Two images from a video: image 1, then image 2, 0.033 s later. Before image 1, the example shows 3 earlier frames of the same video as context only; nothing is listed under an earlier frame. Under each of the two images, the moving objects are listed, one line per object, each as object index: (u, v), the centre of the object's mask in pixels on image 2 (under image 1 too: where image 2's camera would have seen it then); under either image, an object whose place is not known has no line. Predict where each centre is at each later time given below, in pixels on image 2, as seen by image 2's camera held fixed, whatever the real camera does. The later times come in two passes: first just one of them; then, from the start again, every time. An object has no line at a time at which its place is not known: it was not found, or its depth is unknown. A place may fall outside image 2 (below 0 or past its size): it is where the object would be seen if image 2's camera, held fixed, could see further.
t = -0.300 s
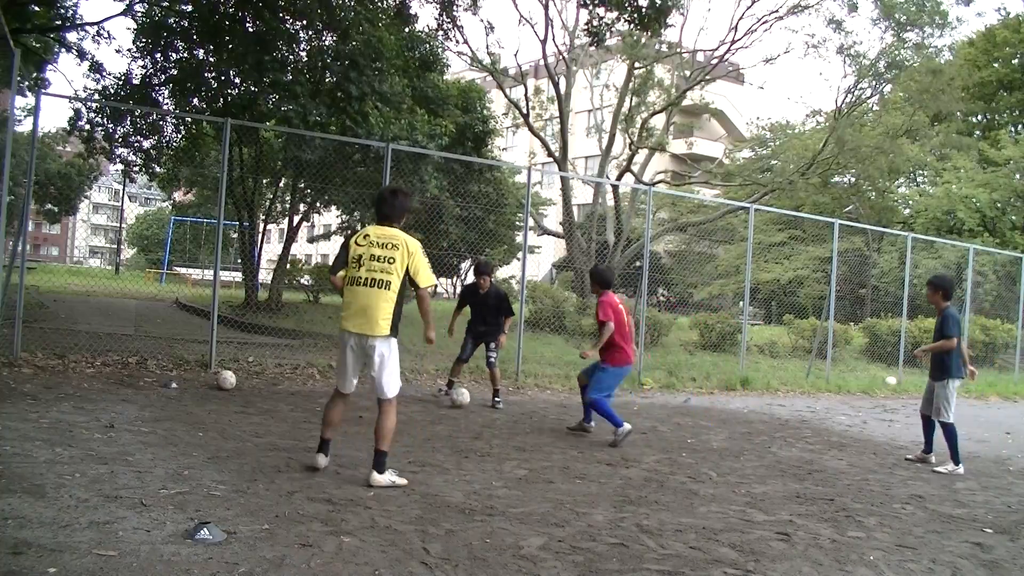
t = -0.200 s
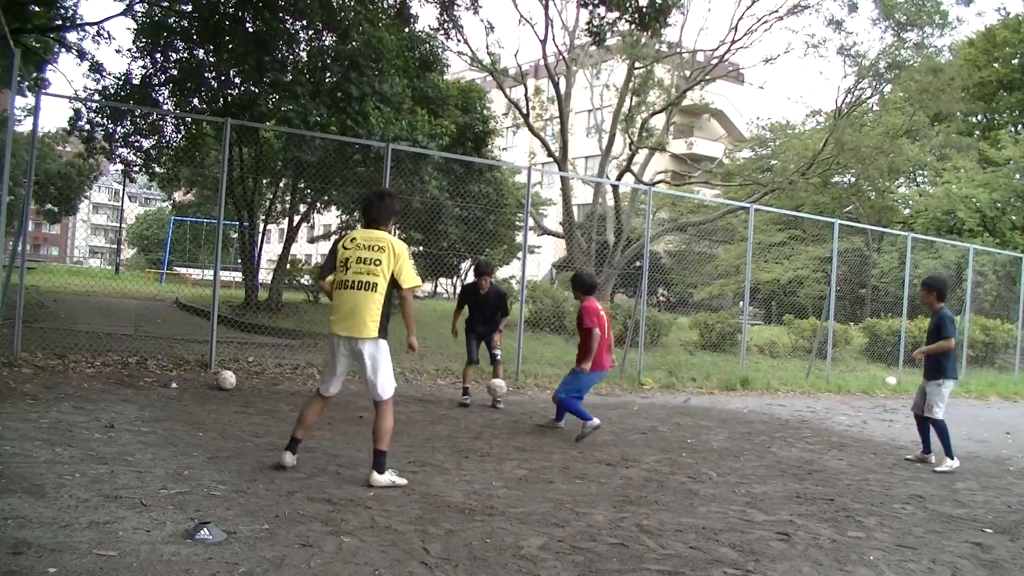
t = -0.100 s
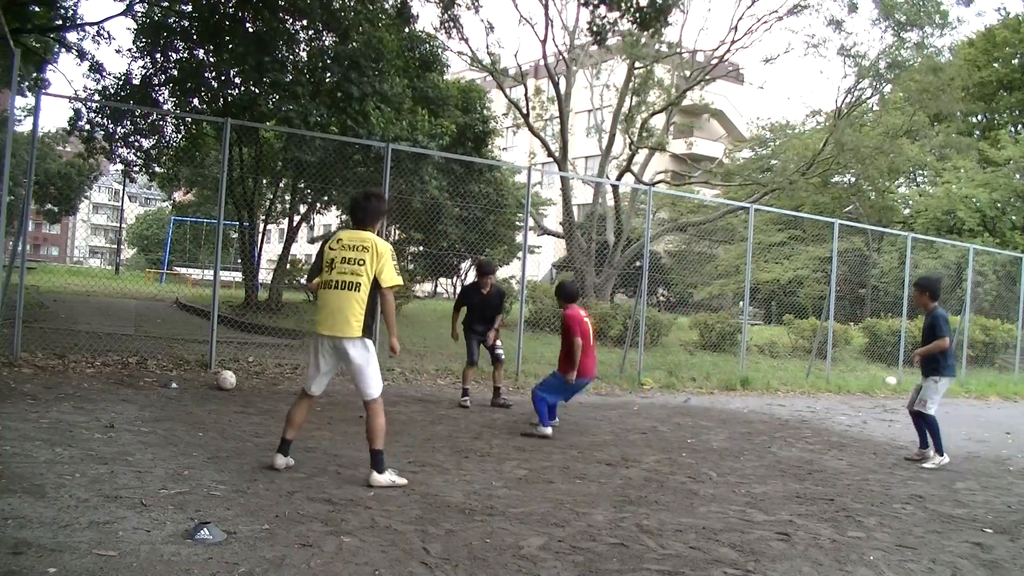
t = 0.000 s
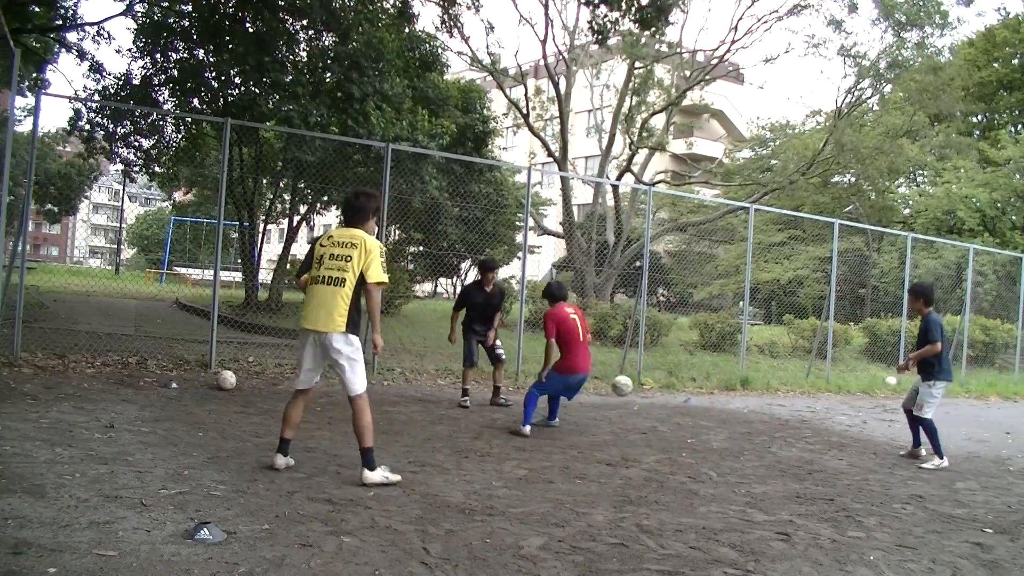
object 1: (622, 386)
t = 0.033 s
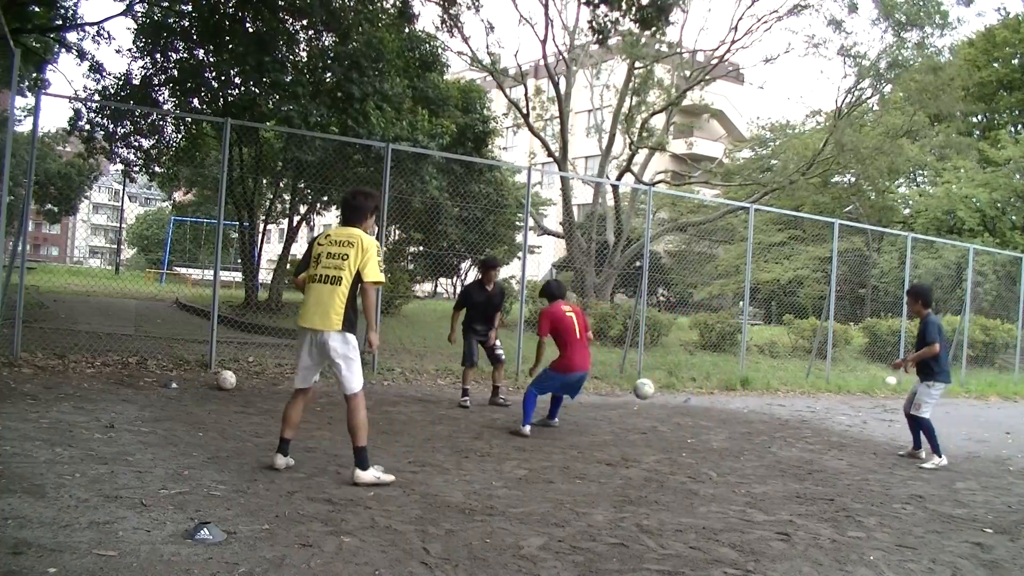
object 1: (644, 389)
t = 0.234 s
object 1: (771, 431)
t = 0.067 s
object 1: (665, 393)
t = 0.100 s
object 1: (686, 399)
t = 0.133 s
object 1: (708, 406)
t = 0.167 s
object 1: (729, 413)
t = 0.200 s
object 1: (751, 422)
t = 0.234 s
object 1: (771, 431)
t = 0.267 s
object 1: (787, 429)
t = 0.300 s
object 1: (802, 427)
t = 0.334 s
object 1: (817, 427)
